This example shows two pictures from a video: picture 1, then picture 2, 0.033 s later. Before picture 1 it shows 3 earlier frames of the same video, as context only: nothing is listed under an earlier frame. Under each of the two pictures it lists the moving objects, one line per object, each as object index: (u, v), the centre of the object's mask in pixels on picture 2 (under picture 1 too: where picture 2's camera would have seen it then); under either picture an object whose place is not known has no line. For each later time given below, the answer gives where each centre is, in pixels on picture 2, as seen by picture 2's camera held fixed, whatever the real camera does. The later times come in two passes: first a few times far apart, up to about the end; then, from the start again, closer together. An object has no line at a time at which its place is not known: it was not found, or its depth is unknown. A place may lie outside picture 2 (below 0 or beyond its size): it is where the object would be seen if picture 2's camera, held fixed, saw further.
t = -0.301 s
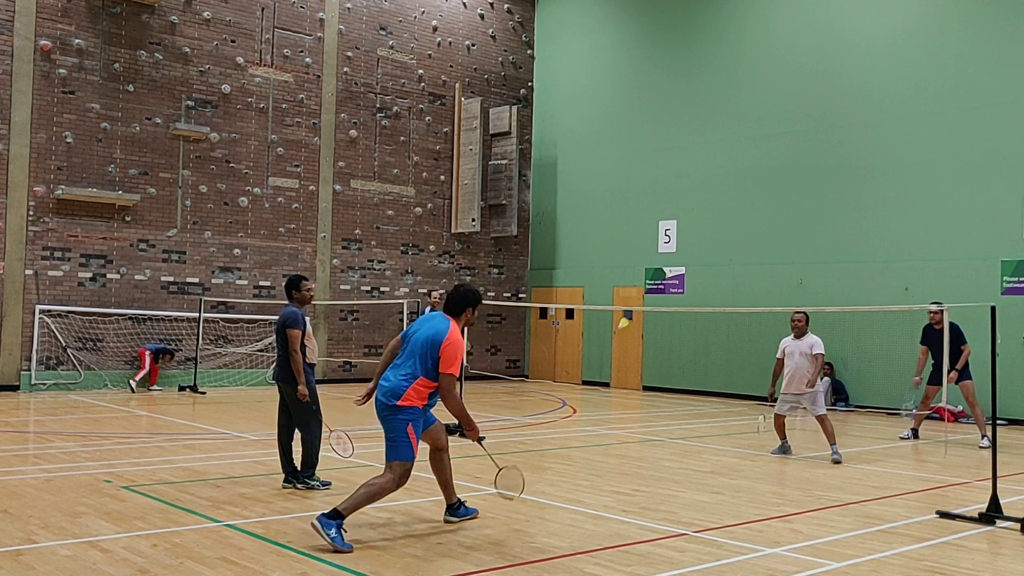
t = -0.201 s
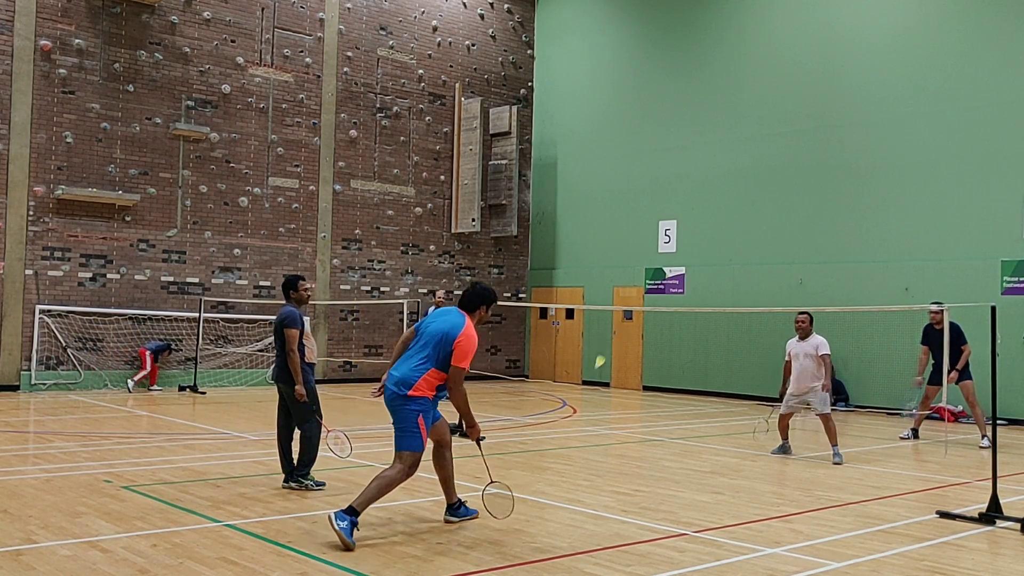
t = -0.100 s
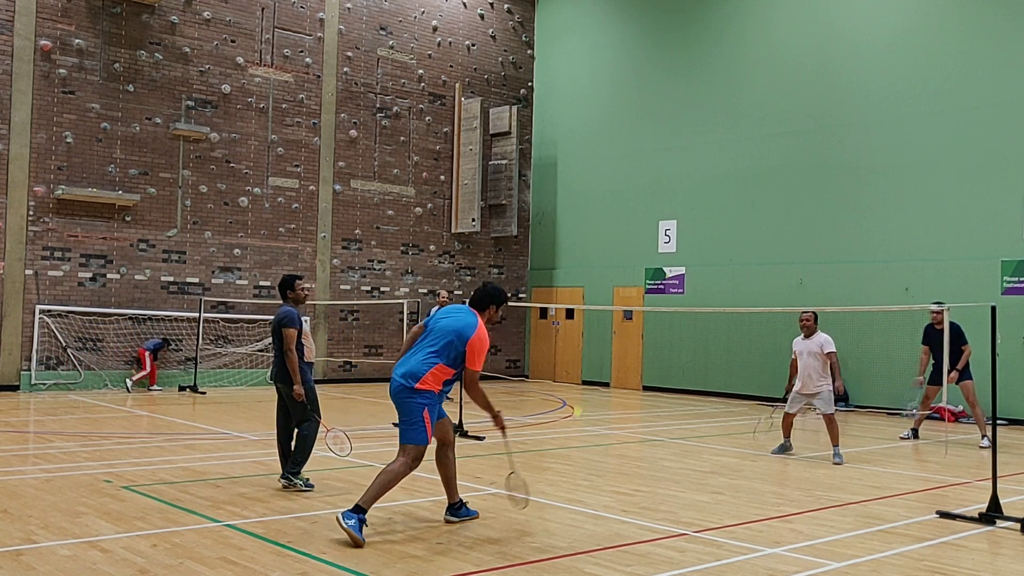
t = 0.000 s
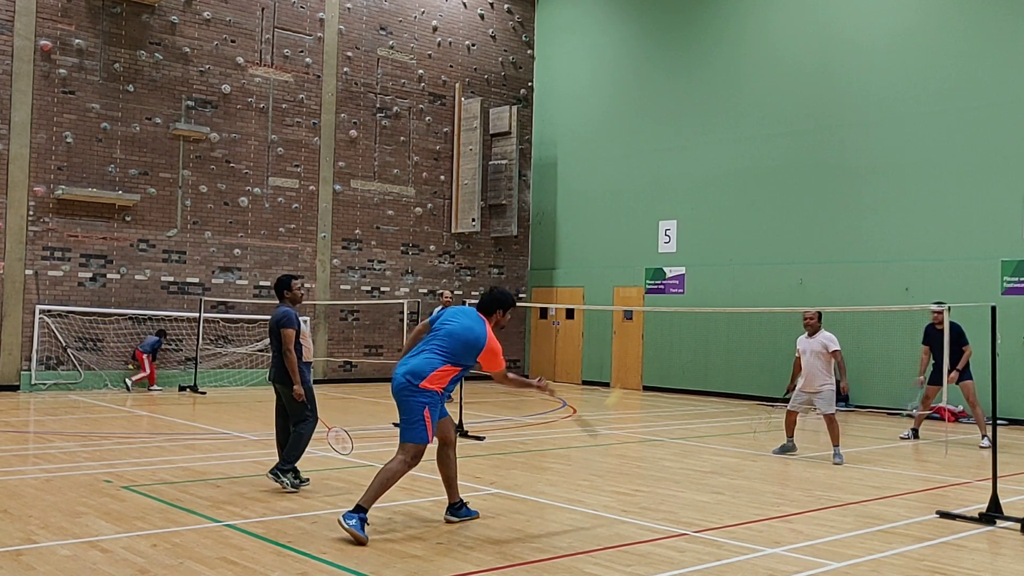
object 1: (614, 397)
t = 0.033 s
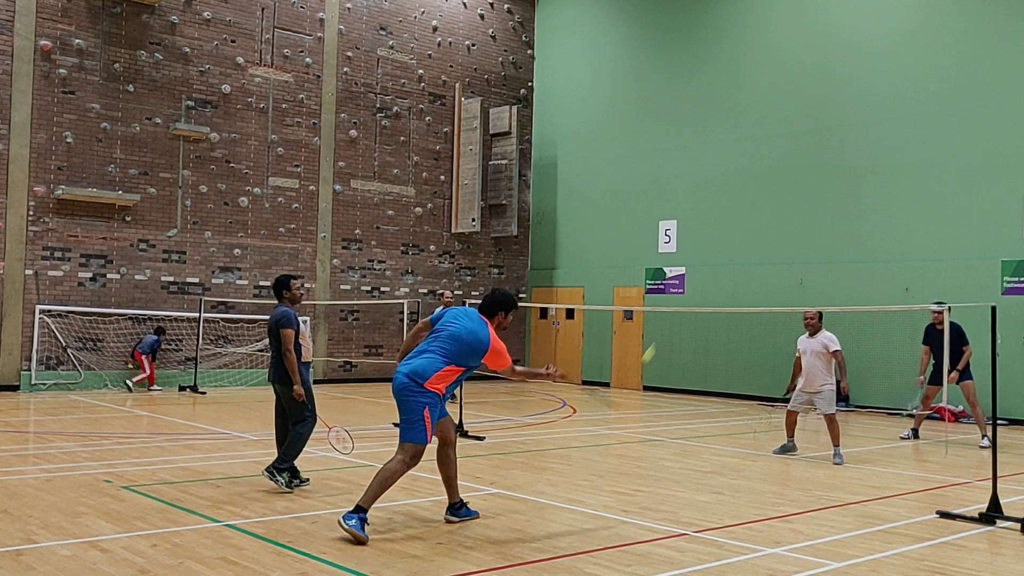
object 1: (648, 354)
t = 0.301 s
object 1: (825, 178)
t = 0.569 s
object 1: (924, 145)
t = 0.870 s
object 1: (1002, 195)
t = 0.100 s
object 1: (705, 287)
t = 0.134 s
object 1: (730, 262)
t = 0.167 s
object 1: (752, 240)
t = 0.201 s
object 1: (772, 221)
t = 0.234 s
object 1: (791, 204)
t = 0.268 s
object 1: (809, 190)
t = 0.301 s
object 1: (825, 178)
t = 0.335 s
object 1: (840, 169)
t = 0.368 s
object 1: (853, 161)
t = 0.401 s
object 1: (866, 155)
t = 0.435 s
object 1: (879, 150)
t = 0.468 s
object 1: (891, 147)
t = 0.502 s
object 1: (902, 145)
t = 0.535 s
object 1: (913, 144)
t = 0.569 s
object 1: (924, 145)
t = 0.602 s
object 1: (933, 146)
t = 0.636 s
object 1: (943, 149)
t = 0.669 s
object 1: (952, 152)
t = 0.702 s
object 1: (961, 157)
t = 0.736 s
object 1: (970, 163)
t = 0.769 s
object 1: (978, 170)
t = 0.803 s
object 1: (987, 177)
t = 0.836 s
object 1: (995, 186)
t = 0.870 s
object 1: (1002, 195)
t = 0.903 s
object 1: (1009, 206)
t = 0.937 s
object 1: (1016, 217)
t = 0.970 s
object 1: (1021, 229)
